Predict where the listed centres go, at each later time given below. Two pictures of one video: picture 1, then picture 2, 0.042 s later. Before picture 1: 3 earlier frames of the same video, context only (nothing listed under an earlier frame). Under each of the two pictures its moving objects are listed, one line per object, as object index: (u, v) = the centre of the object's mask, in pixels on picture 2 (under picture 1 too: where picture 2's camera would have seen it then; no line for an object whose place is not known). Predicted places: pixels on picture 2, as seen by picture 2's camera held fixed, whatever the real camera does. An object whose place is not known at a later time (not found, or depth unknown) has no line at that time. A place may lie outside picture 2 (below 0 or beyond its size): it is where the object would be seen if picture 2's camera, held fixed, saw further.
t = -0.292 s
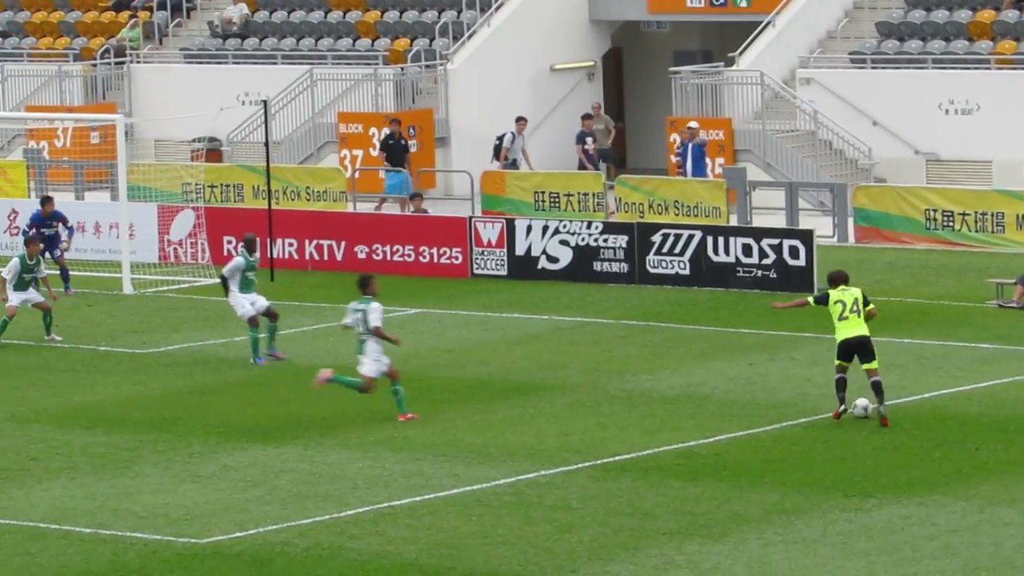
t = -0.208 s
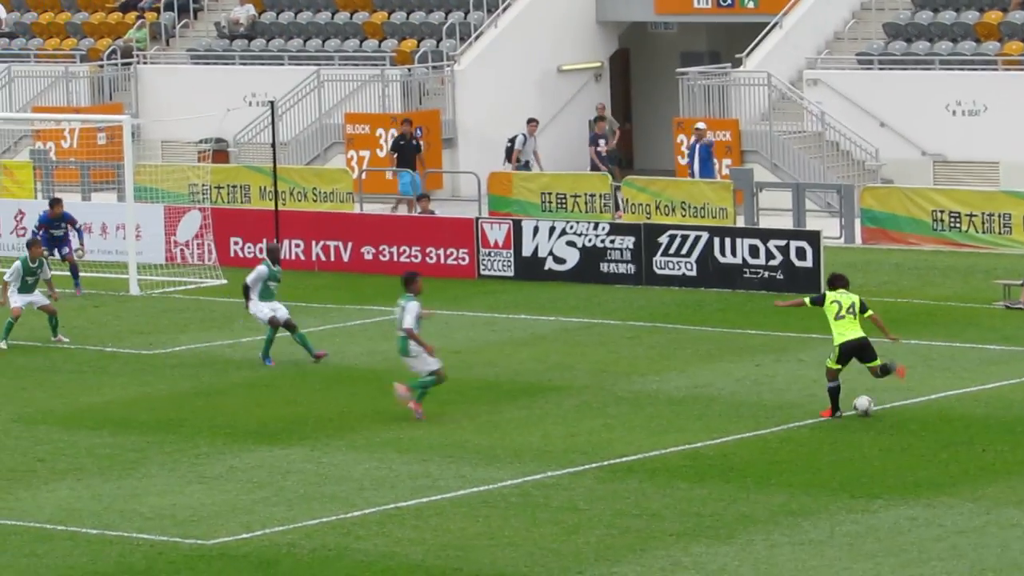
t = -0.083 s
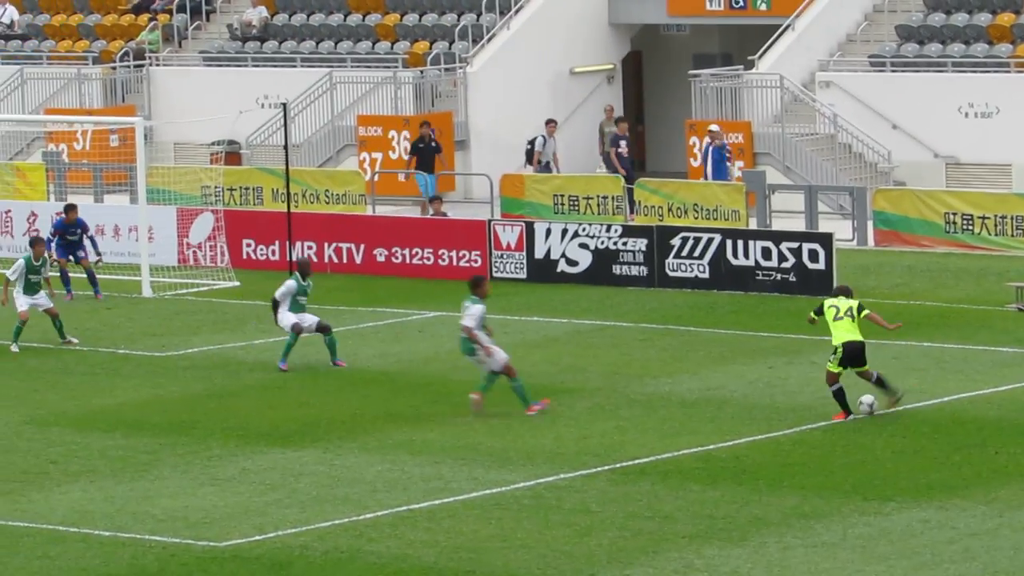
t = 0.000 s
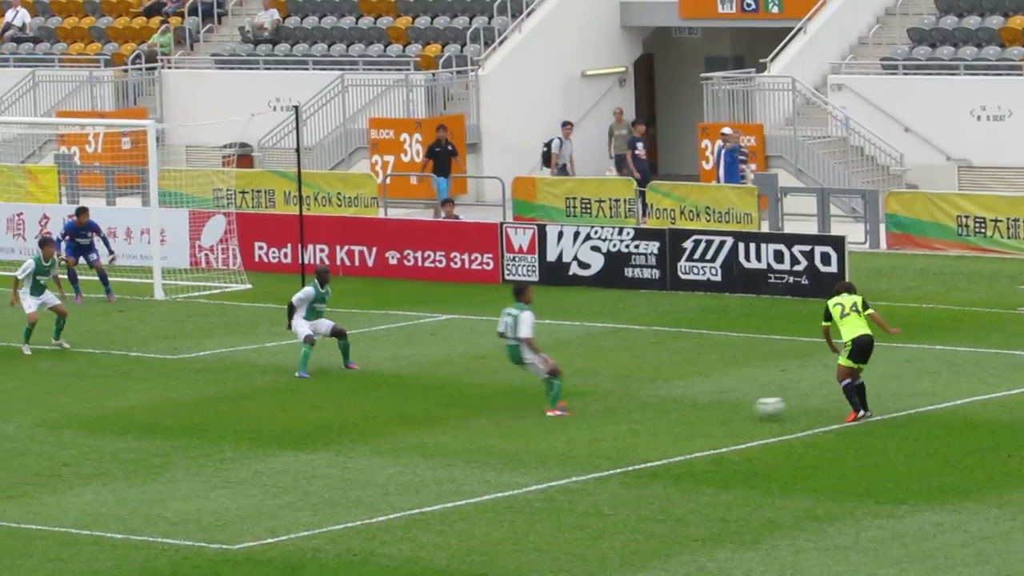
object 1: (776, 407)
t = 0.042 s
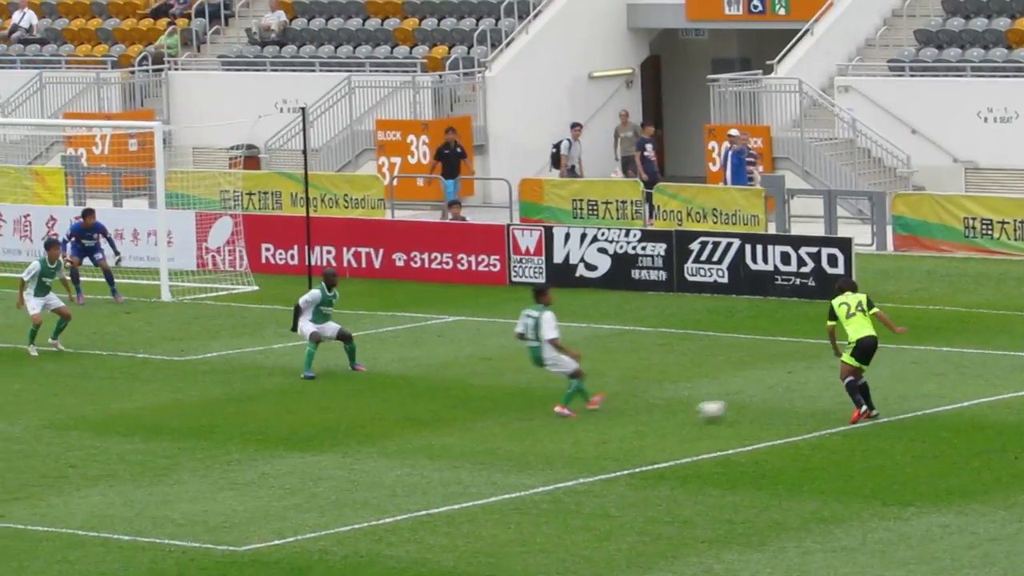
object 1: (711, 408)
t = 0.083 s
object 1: (648, 412)
